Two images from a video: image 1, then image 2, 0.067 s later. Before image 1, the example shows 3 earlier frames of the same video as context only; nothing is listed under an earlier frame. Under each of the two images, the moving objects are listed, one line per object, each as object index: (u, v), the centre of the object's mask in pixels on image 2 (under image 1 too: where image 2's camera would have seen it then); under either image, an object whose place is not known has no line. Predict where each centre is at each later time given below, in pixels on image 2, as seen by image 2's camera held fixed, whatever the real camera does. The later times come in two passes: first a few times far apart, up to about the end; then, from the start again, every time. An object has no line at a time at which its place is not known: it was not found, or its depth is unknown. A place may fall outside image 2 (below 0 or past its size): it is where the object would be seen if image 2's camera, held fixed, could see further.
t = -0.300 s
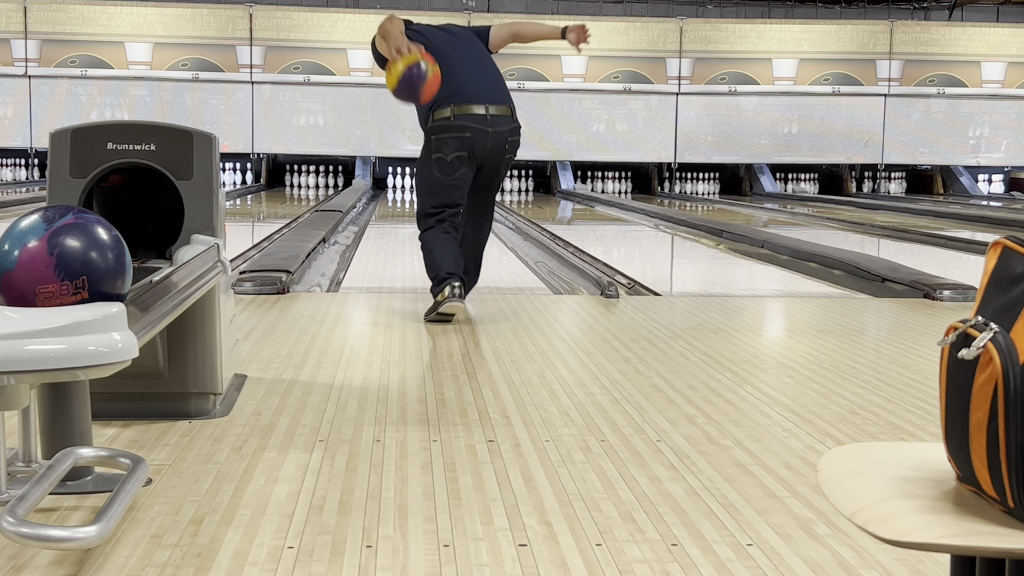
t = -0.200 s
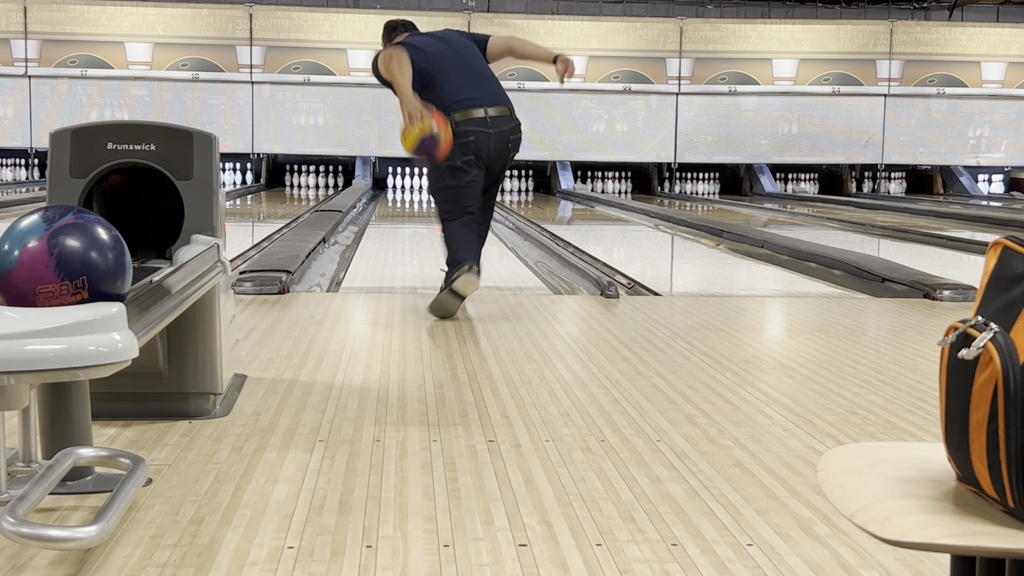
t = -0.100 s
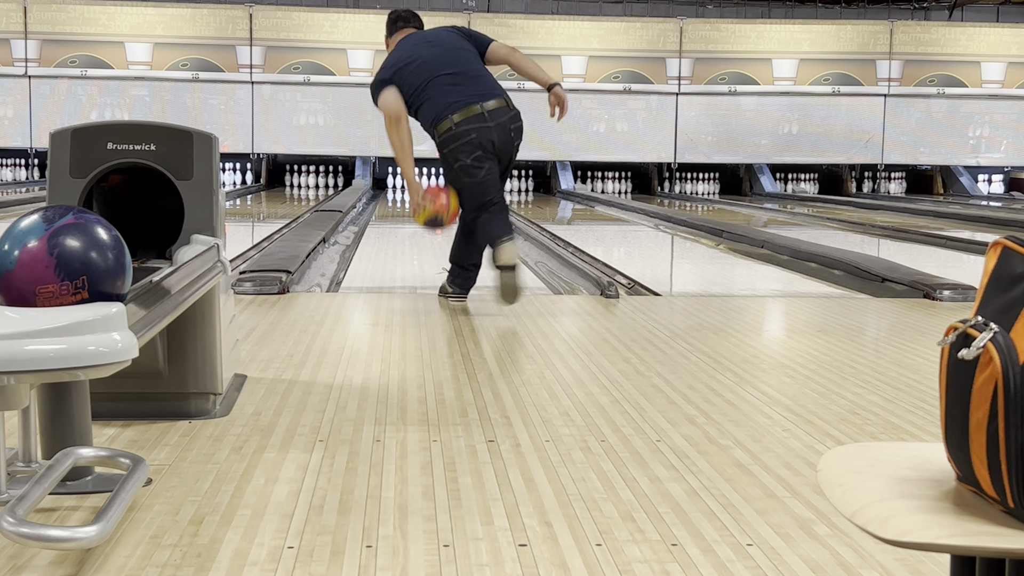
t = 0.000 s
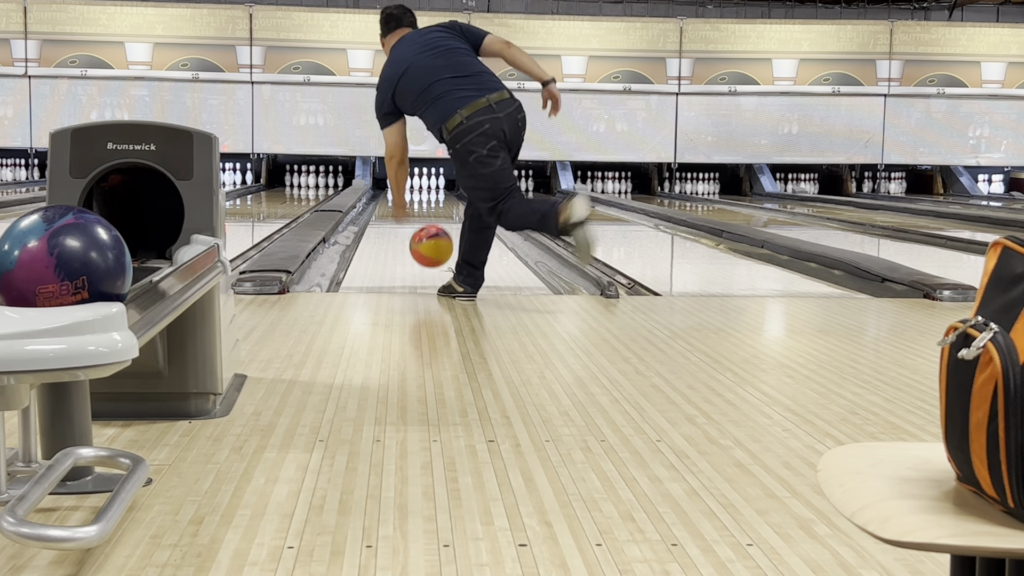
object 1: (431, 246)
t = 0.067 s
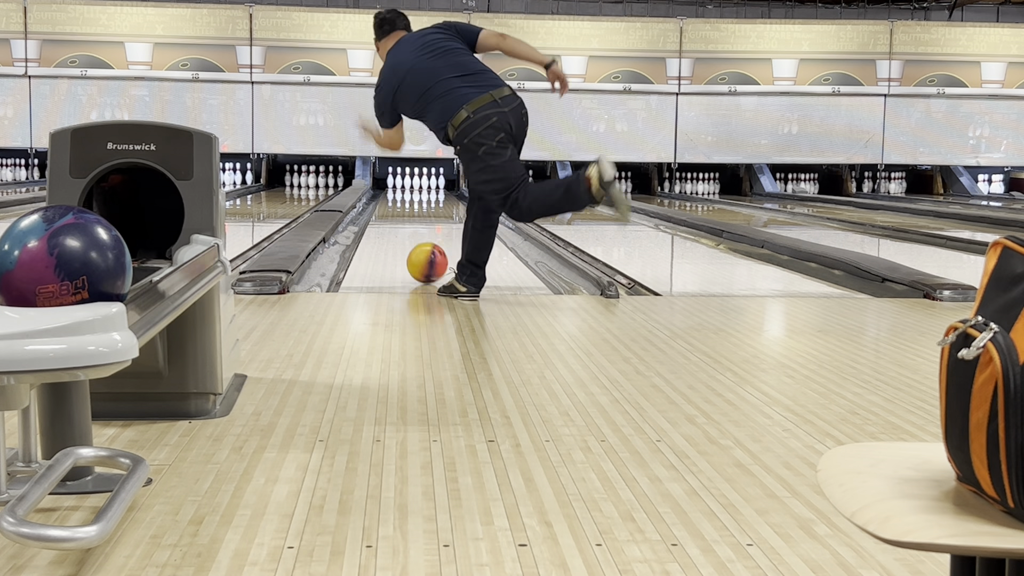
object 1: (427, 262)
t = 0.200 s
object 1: (420, 251)
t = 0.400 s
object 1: (413, 237)
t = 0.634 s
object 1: (407, 225)
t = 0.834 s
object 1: (403, 217)
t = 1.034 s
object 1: (401, 210)
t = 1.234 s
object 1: (399, 205)
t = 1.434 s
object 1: (397, 201)
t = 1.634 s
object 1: (396, 197)
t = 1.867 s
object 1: (396, 193)
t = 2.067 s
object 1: (396, 191)
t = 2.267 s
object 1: (398, 189)
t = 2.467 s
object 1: (400, 187)
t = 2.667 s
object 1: (405, 186)
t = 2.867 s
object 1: (410, 184)
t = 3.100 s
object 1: (416, 183)
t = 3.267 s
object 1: (422, 182)
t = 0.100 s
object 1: (425, 257)
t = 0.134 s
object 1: (423, 255)
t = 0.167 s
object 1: (422, 253)
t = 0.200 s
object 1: (420, 251)
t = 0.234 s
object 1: (419, 248)
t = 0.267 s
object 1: (418, 246)
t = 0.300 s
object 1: (416, 243)
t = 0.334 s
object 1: (415, 241)
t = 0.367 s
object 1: (414, 239)
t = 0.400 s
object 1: (413, 237)
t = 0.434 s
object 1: (412, 235)
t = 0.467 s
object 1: (411, 233)
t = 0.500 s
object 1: (410, 231)
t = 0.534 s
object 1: (409, 229)
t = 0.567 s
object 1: (408, 228)
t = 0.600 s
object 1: (408, 226)
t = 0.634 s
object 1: (407, 225)
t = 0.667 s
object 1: (406, 223)
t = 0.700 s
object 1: (406, 222)
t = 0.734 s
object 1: (405, 221)
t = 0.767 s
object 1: (404, 219)
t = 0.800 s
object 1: (404, 218)
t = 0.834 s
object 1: (403, 217)
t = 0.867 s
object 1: (403, 216)
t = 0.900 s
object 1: (402, 215)
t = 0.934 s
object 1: (402, 214)
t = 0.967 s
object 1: (401, 212)
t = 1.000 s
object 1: (401, 211)
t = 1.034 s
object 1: (401, 210)
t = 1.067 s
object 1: (400, 210)
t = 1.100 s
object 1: (400, 209)
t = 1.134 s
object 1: (399, 208)
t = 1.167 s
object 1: (399, 207)
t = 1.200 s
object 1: (399, 206)
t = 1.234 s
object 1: (399, 205)
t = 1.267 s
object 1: (398, 205)
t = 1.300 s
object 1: (398, 204)
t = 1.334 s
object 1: (398, 203)
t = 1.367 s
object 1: (397, 202)
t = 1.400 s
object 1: (397, 202)
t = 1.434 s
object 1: (397, 201)
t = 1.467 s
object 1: (397, 200)
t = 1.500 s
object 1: (397, 199)
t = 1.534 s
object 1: (396, 199)
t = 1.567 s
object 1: (396, 198)
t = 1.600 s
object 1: (396, 198)
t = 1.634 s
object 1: (396, 197)
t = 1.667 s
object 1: (395, 196)
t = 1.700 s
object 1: (396, 196)
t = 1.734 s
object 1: (396, 195)
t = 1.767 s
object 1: (396, 195)
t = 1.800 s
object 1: (395, 195)
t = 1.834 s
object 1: (396, 194)
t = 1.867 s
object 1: (396, 193)
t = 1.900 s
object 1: (396, 193)
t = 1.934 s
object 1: (396, 192)
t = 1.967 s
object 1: (396, 192)
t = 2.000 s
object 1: (396, 192)
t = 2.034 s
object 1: (396, 191)
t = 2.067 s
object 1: (396, 191)
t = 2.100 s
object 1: (396, 190)
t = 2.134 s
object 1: (397, 190)
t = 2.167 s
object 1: (396, 190)
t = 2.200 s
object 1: (397, 189)
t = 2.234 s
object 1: (397, 189)
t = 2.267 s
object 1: (398, 189)
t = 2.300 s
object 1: (398, 189)
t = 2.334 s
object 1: (399, 188)
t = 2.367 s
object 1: (399, 188)
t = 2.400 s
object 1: (399, 188)
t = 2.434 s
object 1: (400, 187)
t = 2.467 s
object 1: (400, 187)
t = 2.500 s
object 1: (401, 187)
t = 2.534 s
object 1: (402, 186)
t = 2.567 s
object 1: (402, 186)
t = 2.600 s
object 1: (403, 186)
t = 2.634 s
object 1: (404, 186)
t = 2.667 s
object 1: (405, 186)
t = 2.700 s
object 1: (406, 186)
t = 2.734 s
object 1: (407, 185)
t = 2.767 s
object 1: (408, 185)
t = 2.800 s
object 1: (408, 185)
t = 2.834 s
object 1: (410, 185)
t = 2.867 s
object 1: (410, 184)
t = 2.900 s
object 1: (411, 184)
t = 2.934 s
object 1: (412, 184)
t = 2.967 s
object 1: (414, 184)
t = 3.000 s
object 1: (414, 184)
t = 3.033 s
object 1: (414, 183)
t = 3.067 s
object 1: (415, 184)
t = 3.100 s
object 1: (416, 183)
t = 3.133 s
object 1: (417, 183)
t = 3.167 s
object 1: (418, 182)
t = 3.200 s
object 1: (420, 183)
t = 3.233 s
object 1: (421, 183)
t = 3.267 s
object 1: (422, 182)
